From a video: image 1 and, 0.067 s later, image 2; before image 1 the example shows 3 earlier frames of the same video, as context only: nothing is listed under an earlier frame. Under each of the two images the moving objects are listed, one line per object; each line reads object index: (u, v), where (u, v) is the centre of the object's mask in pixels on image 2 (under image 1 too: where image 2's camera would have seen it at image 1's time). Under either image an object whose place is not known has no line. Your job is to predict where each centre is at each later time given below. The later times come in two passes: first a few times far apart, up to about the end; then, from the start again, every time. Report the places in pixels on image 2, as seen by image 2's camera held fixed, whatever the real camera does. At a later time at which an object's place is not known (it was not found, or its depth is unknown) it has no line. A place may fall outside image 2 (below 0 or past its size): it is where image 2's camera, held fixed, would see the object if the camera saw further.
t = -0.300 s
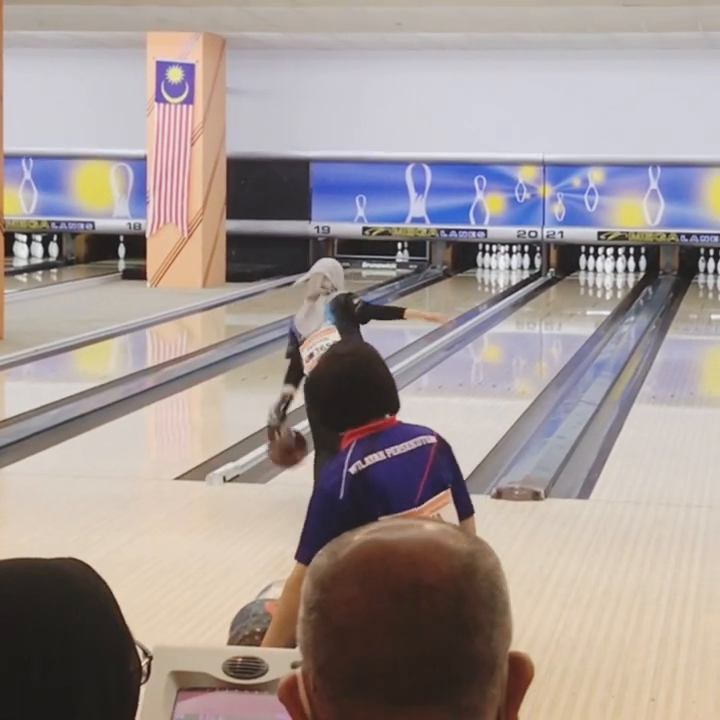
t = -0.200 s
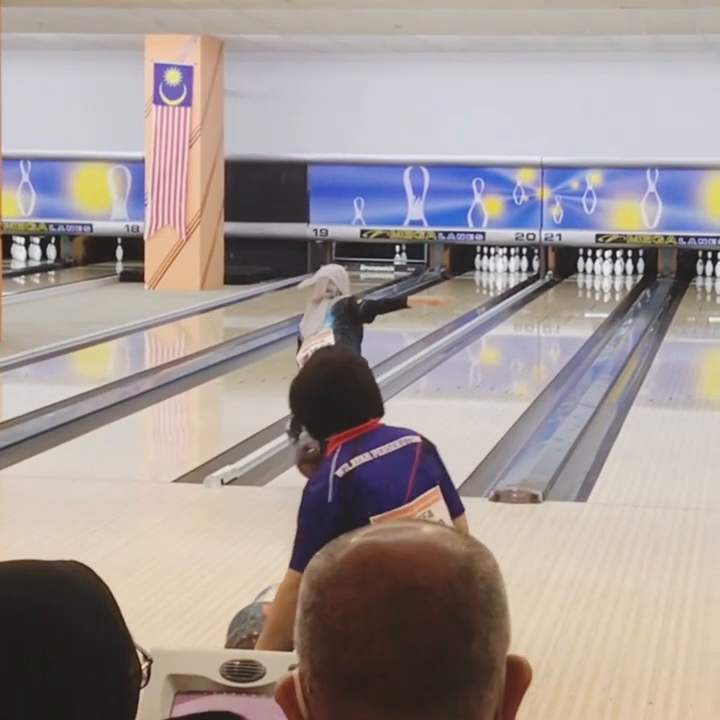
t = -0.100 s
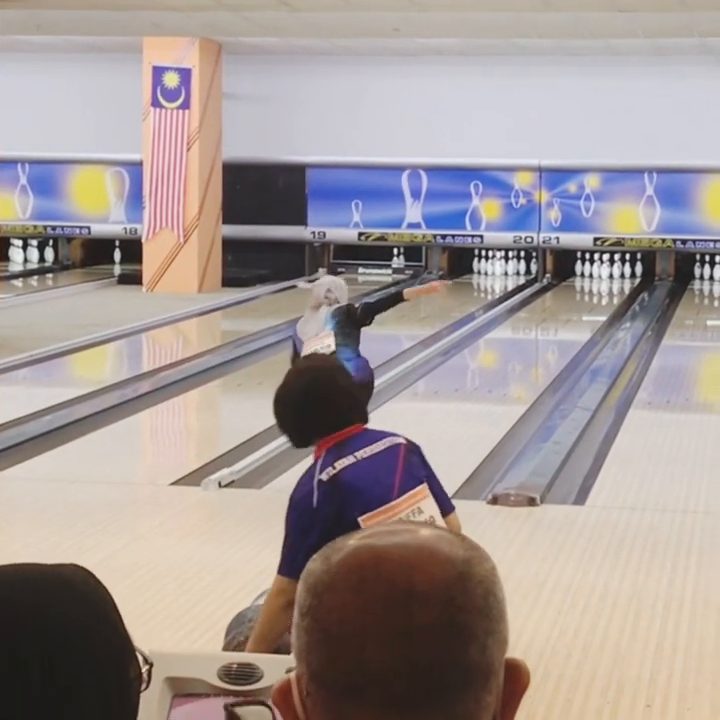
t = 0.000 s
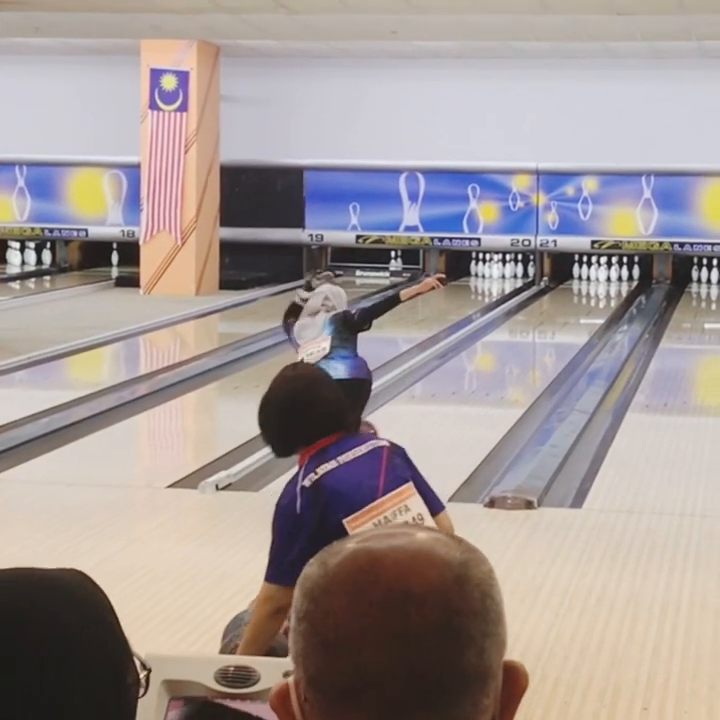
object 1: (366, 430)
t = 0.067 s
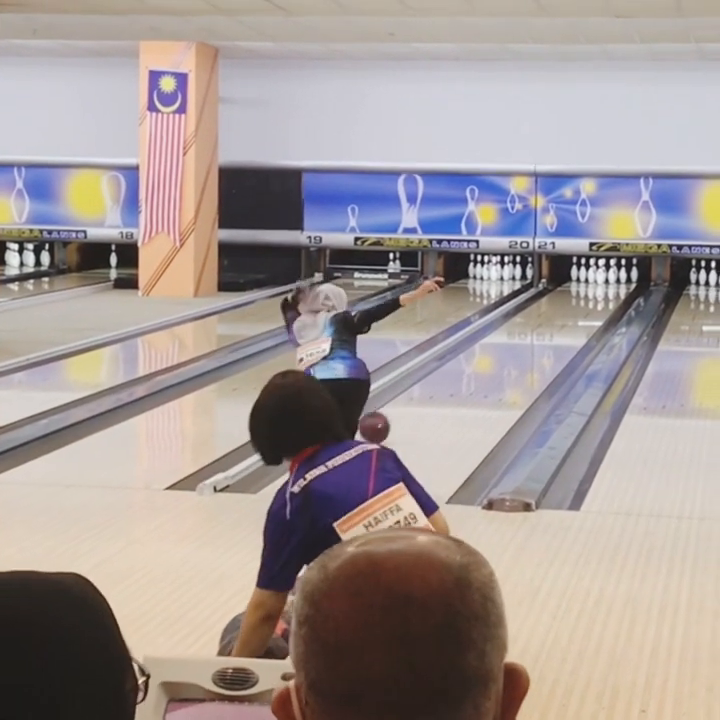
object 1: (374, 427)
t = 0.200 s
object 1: (400, 408)
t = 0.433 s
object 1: (437, 381)
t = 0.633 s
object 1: (464, 362)
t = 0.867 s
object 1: (489, 344)
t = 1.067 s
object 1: (508, 331)
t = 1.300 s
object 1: (526, 318)
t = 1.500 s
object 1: (540, 307)
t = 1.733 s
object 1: (554, 298)
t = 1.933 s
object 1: (566, 291)
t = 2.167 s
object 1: (579, 285)
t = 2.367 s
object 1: (590, 280)
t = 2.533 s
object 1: (593, 277)
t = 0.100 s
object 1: (381, 422)
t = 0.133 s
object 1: (387, 417)
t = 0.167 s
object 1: (394, 412)
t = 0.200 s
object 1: (400, 408)
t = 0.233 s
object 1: (406, 404)
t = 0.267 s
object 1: (411, 400)
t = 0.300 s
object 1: (417, 395)
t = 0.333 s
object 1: (422, 392)
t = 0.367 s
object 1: (428, 388)
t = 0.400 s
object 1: (432, 385)
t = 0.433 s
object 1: (437, 381)
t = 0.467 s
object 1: (442, 377)
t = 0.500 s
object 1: (447, 374)
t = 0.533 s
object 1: (451, 371)
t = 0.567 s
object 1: (455, 368)
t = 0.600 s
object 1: (459, 365)
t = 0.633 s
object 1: (464, 362)
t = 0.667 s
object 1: (467, 359)
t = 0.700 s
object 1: (471, 356)
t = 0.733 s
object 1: (475, 354)
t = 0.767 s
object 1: (479, 351)
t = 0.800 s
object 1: (483, 348)
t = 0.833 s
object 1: (486, 346)
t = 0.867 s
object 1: (489, 344)
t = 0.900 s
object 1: (492, 341)
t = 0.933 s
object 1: (495, 339)
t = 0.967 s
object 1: (499, 337)
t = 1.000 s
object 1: (502, 335)
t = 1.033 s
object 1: (505, 333)
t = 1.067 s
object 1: (508, 331)
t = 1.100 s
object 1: (511, 328)
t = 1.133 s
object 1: (513, 327)
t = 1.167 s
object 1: (516, 325)
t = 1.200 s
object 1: (519, 323)
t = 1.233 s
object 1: (521, 321)
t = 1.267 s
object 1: (523, 319)
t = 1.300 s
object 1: (526, 318)
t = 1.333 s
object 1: (529, 316)
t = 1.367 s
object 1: (531, 314)
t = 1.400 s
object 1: (533, 313)
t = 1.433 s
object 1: (535, 311)
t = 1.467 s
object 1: (538, 309)
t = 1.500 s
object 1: (540, 307)
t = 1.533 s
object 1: (542, 306)
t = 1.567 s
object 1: (544, 305)
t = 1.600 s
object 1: (546, 303)
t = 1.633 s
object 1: (548, 302)
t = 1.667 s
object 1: (550, 301)
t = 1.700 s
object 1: (552, 299)
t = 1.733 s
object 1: (554, 298)
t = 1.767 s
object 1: (555, 297)
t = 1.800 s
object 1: (558, 296)
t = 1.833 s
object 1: (560, 295)
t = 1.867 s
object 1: (562, 293)
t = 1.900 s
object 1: (564, 293)
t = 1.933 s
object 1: (566, 291)
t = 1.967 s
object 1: (568, 290)
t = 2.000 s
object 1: (570, 289)
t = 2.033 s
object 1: (571, 288)
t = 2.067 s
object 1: (573, 288)
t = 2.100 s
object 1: (576, 286)
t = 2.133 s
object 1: (577, 286)
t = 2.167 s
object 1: (579, 285)
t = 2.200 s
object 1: (581, 283)
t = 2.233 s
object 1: (583, 283)
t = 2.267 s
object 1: (585, 281)
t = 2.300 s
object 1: (586, 281)
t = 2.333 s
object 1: (588, 281)
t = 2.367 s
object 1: (590, 280)
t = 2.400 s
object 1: (592, 279)
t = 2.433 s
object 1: (594, 277)
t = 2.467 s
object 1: (594, 277)
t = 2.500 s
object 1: (594, 277)
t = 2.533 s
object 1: (593, 277)
